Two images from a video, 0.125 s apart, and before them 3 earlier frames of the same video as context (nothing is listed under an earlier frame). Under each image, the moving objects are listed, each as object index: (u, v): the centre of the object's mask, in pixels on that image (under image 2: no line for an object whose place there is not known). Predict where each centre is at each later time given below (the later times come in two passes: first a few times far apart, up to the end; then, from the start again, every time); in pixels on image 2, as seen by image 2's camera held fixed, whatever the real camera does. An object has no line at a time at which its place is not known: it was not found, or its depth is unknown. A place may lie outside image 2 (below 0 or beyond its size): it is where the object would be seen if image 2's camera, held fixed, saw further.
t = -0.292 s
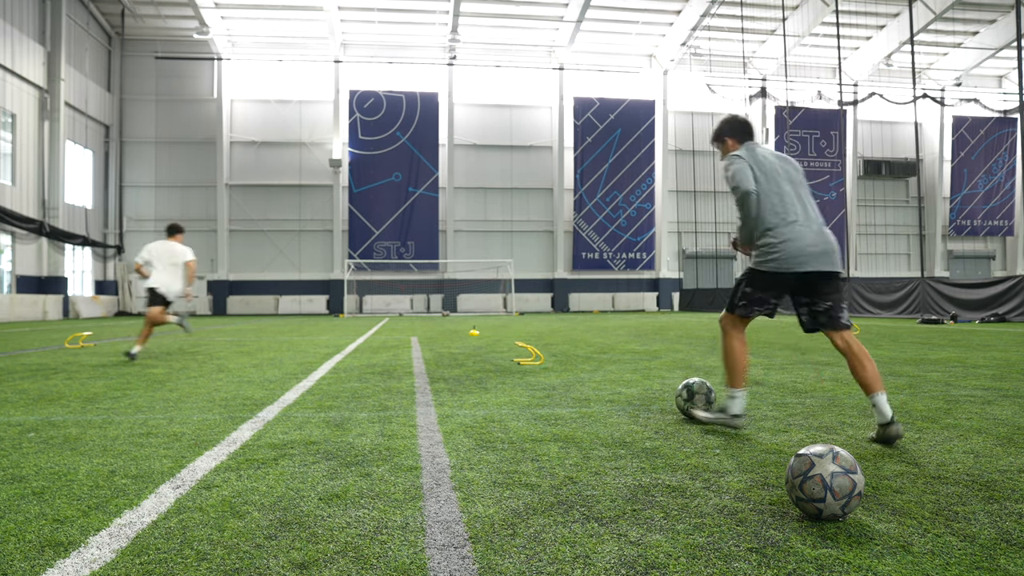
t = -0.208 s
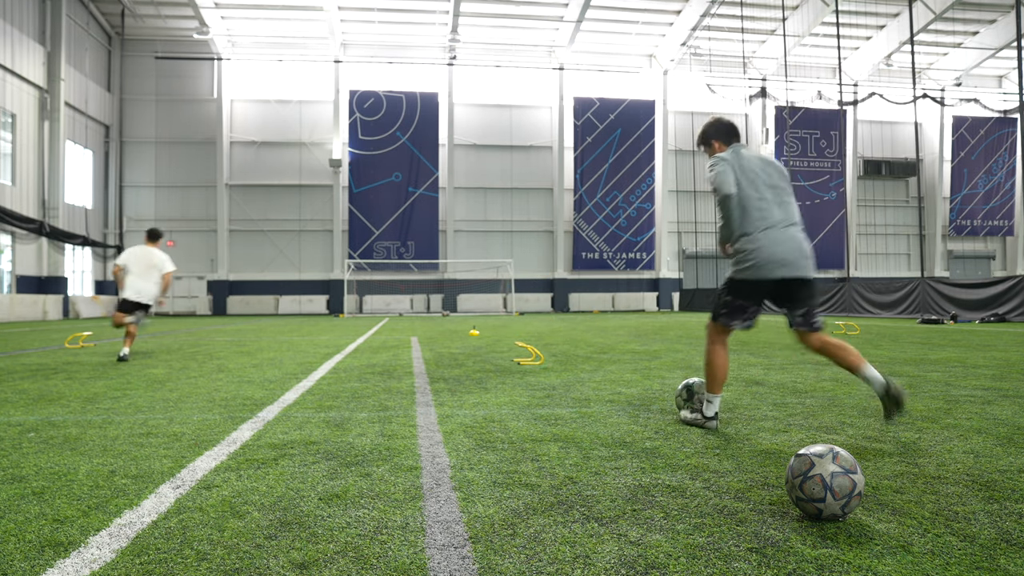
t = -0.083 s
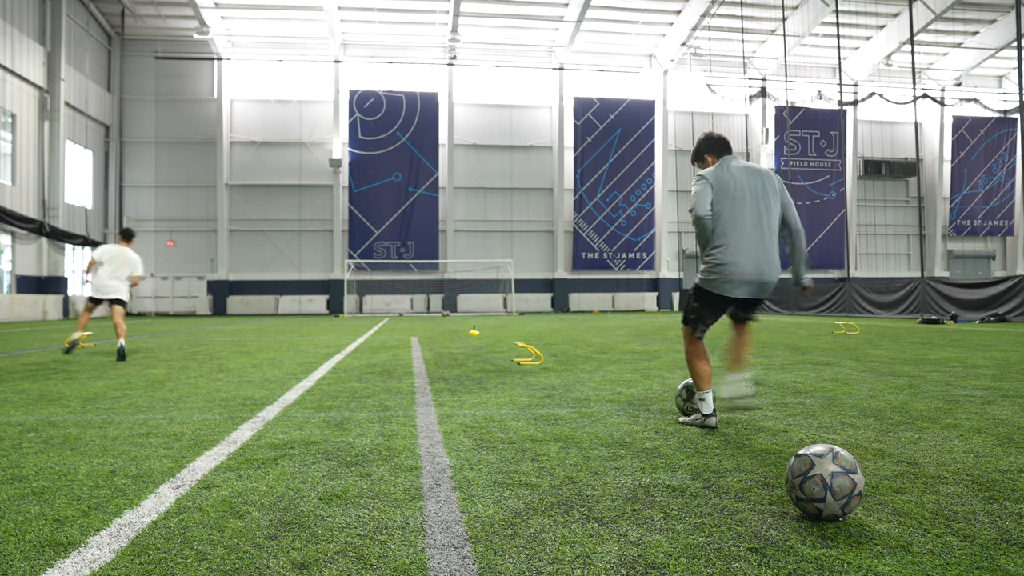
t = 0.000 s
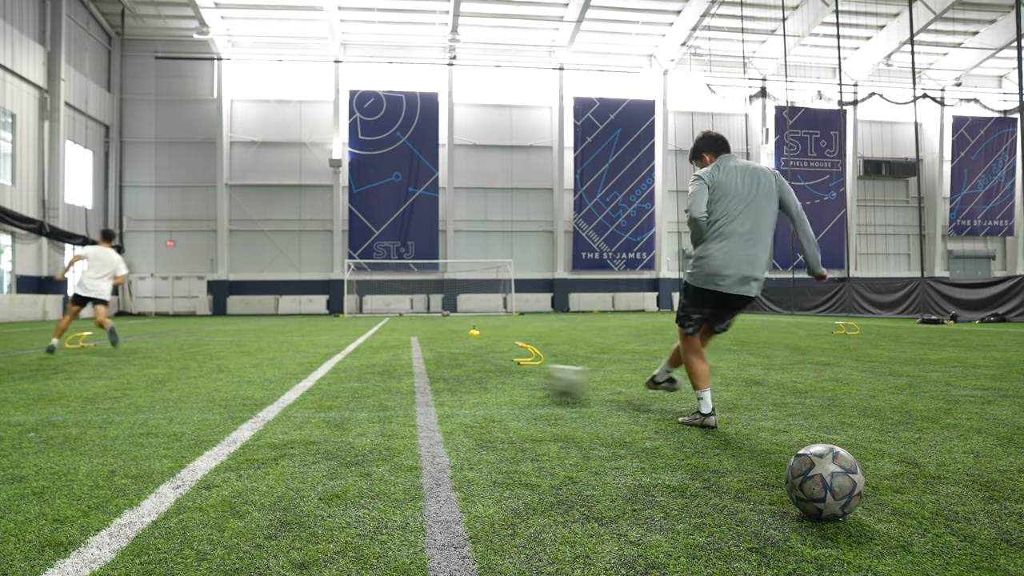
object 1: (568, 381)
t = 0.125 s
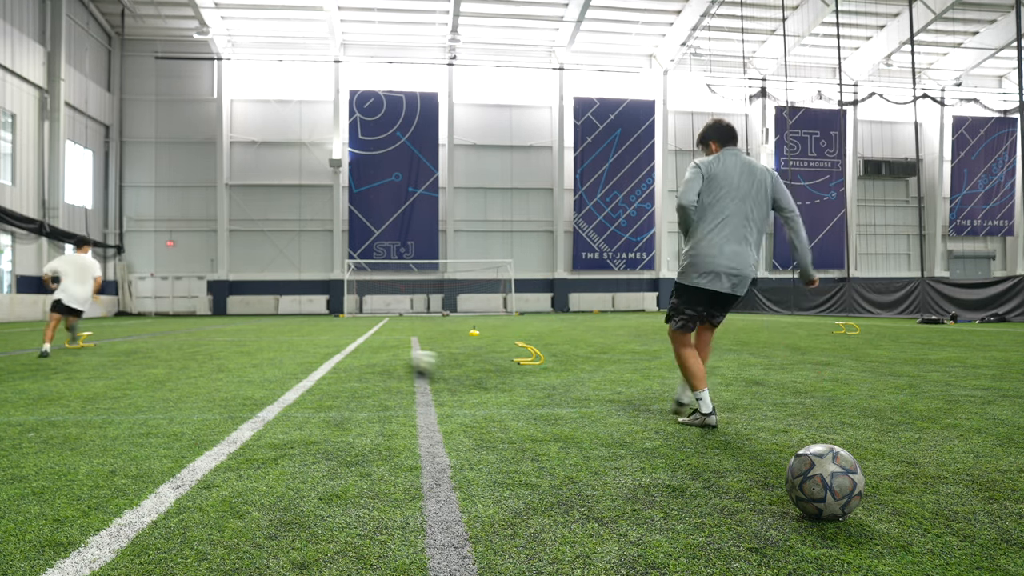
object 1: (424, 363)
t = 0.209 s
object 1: (362, 358)
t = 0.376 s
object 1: (281, 348)
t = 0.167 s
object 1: (390, 361)
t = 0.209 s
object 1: (362, 358)
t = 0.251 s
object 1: (337, 355)
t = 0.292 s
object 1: (316, 352)
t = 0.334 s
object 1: (297, 348)
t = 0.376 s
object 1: (281, 348)
